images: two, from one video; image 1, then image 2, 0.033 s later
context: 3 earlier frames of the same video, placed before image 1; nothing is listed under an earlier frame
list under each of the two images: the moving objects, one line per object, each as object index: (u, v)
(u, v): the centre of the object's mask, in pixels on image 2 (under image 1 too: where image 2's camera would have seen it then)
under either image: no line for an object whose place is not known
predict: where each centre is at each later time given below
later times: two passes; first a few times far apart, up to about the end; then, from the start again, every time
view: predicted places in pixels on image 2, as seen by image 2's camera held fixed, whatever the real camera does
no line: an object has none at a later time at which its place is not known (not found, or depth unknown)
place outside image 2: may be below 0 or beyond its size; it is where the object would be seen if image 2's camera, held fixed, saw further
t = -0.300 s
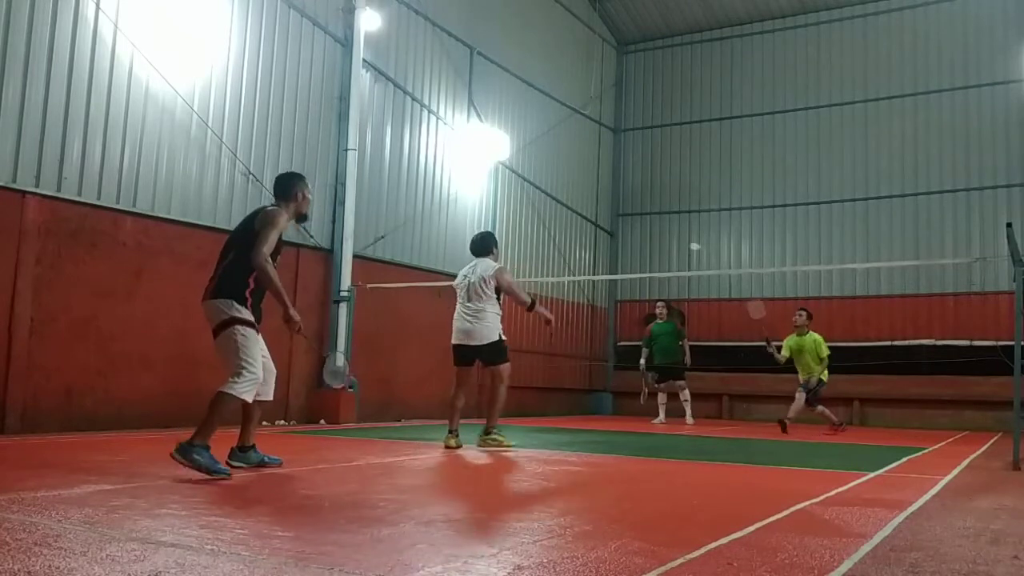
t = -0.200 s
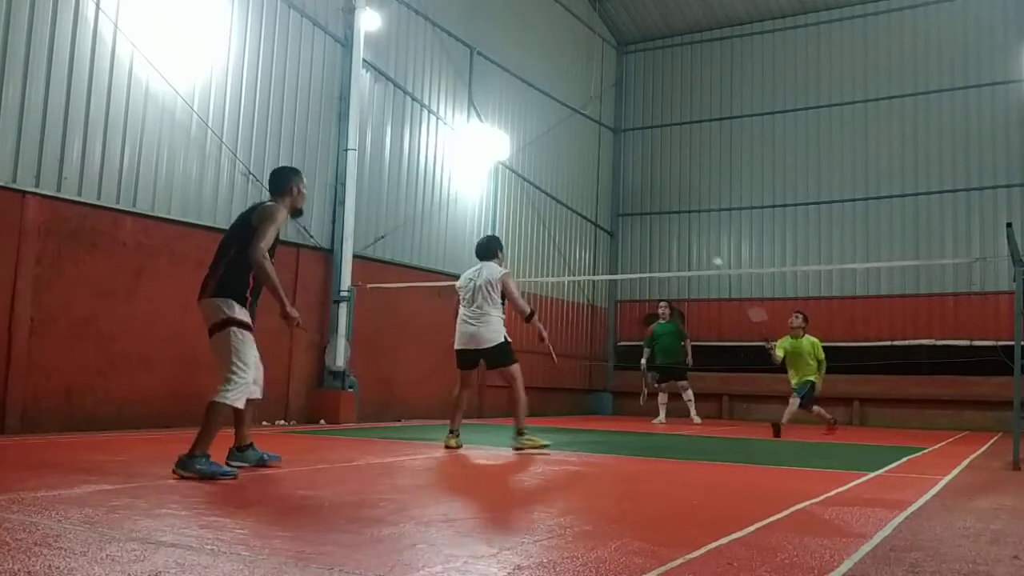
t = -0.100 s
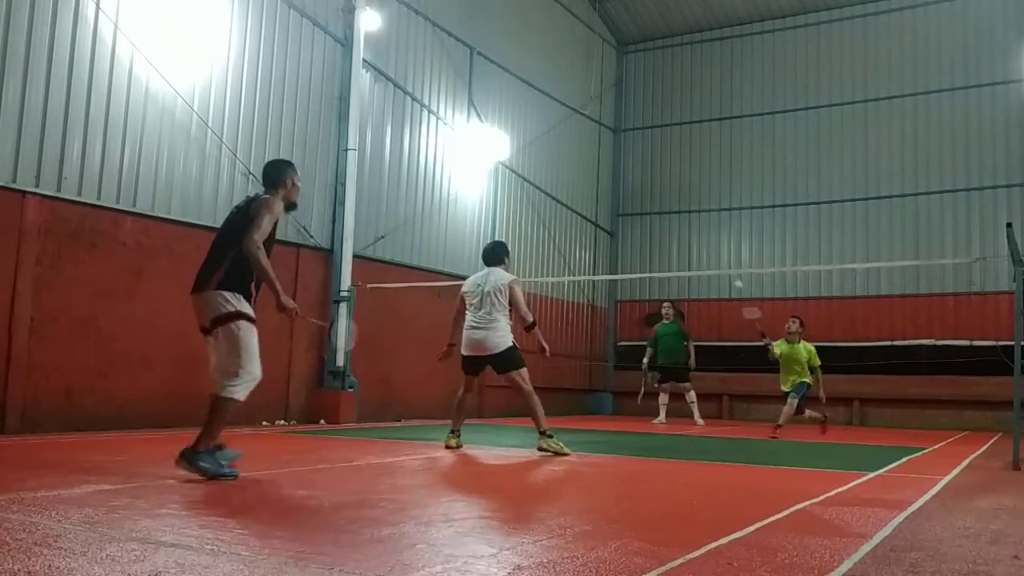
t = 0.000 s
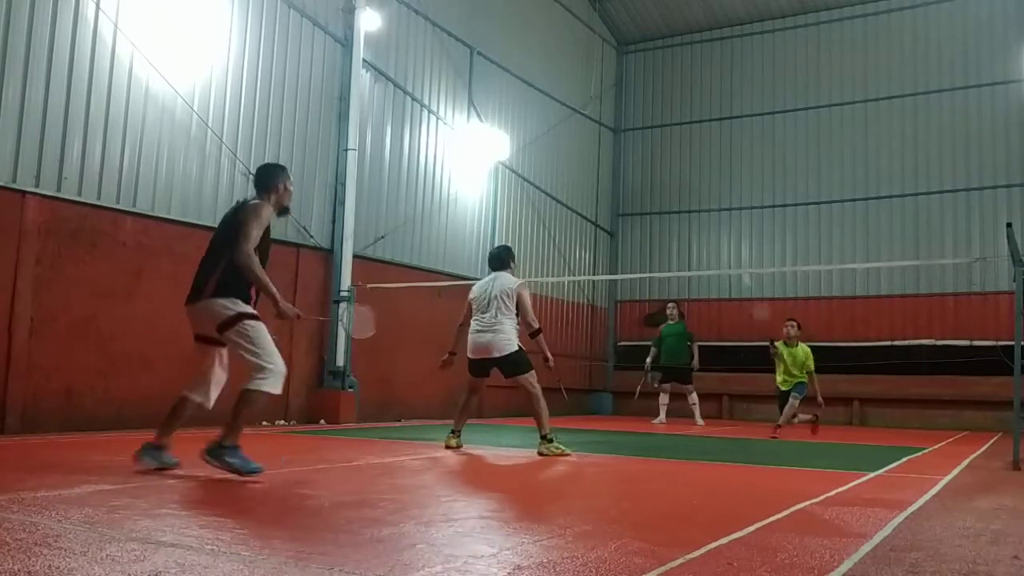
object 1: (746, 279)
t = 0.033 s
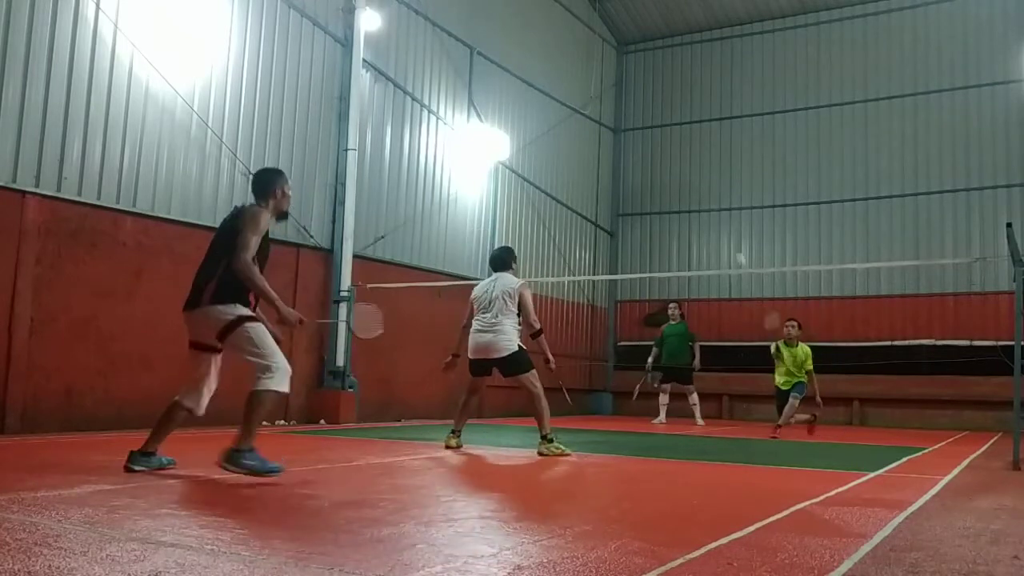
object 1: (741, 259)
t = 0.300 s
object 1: (705, 176)
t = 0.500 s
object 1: (674, 171)
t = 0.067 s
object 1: (736, 245)
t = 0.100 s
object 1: (731, 232)
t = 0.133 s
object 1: (728, 220)
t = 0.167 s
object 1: (724, 209)
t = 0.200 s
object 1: (720, 198)
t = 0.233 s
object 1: (715, 190)
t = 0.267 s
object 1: (710, 182)
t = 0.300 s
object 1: (705, 176)
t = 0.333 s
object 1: (701, 171)
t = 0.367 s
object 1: (696, 167)
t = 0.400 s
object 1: (691, 166)
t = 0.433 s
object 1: (686, 165)
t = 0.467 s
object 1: (680, 167)
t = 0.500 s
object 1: (674, 171)
